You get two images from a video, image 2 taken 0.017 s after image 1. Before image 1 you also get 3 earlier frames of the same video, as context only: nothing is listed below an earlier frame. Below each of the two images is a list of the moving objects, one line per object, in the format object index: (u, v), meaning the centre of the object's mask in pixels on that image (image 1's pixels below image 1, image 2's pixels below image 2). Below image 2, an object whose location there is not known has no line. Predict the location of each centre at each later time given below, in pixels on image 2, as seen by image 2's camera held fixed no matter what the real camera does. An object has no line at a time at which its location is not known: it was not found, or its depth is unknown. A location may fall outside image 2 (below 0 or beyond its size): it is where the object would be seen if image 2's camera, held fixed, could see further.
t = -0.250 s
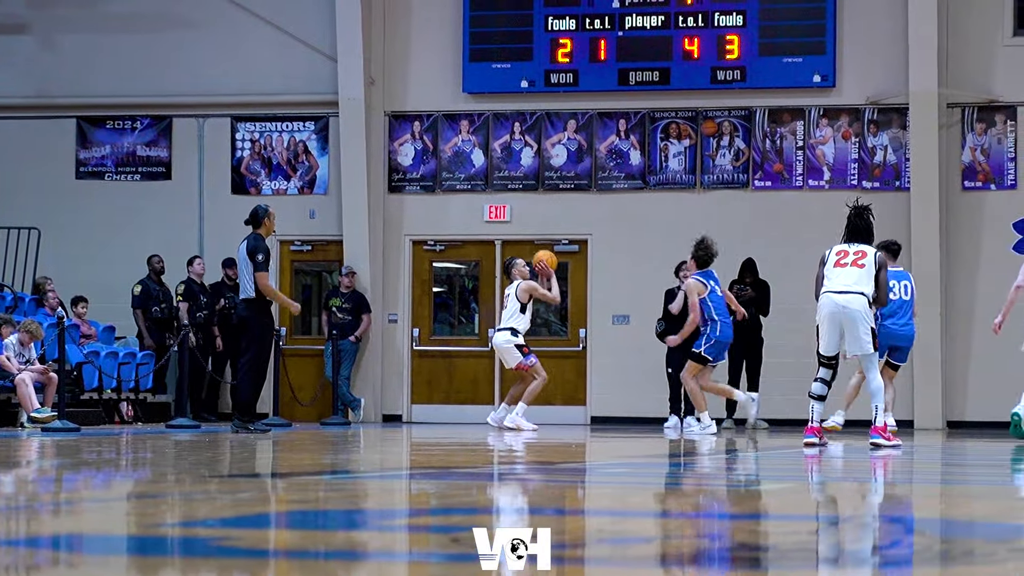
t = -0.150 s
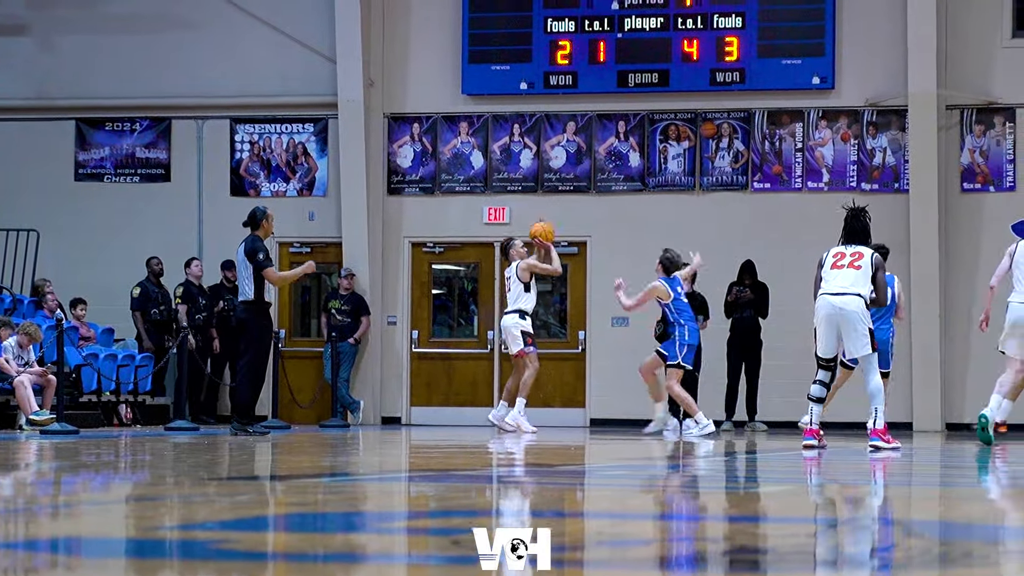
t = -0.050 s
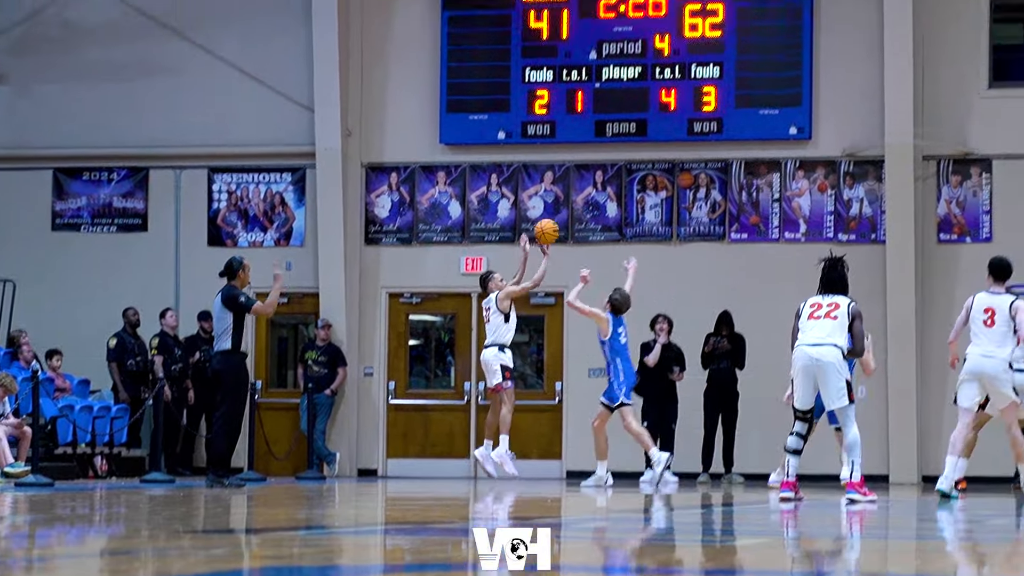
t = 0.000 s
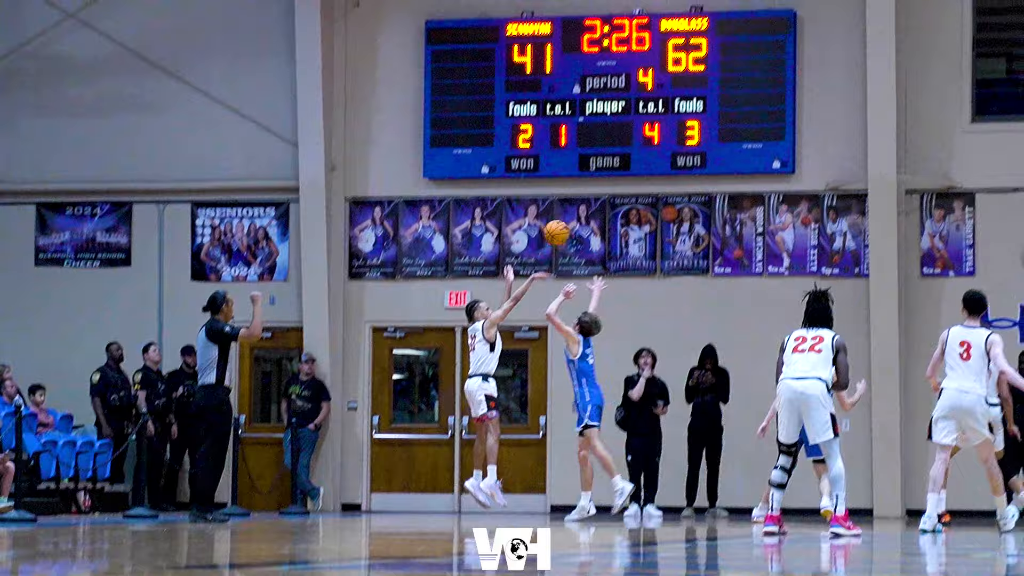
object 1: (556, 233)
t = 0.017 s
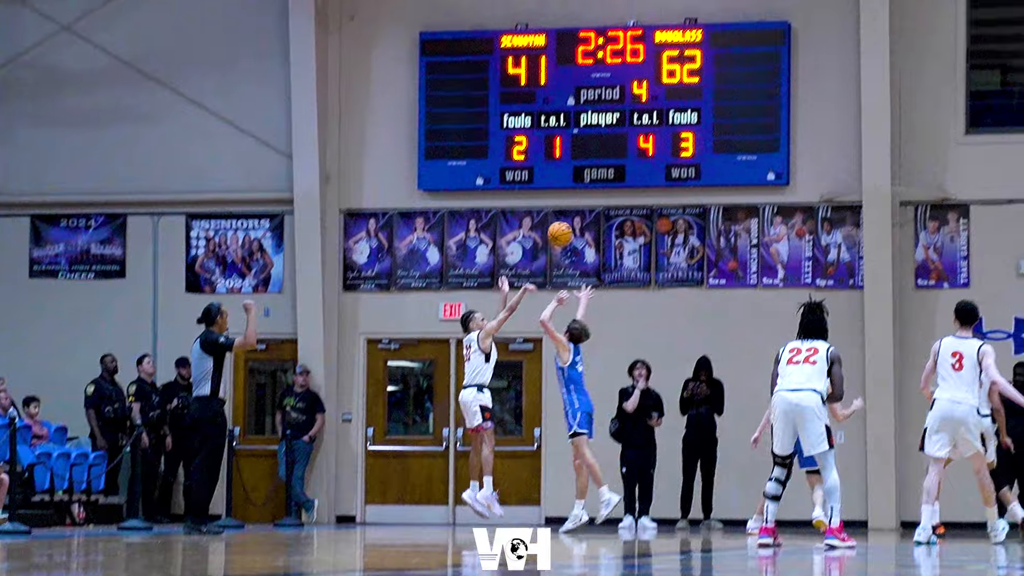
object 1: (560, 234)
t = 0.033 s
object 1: (569, 223)
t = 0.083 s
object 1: (598, 192)
